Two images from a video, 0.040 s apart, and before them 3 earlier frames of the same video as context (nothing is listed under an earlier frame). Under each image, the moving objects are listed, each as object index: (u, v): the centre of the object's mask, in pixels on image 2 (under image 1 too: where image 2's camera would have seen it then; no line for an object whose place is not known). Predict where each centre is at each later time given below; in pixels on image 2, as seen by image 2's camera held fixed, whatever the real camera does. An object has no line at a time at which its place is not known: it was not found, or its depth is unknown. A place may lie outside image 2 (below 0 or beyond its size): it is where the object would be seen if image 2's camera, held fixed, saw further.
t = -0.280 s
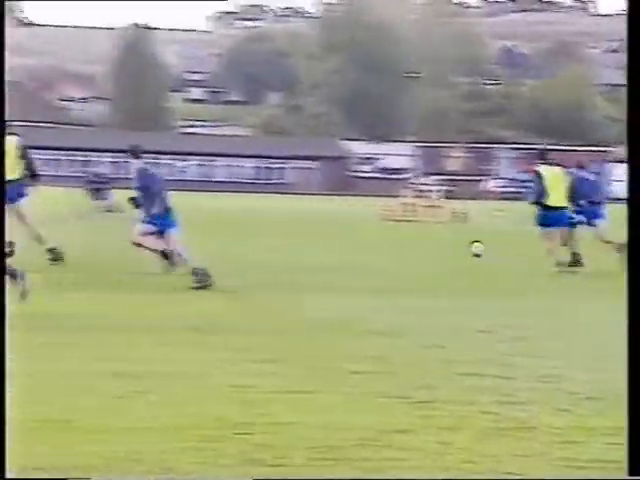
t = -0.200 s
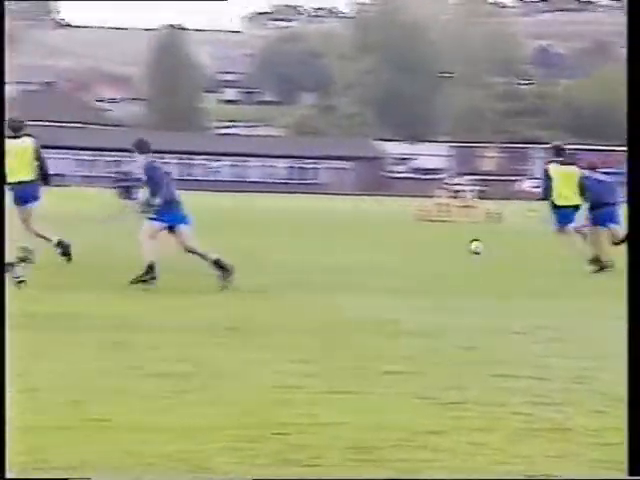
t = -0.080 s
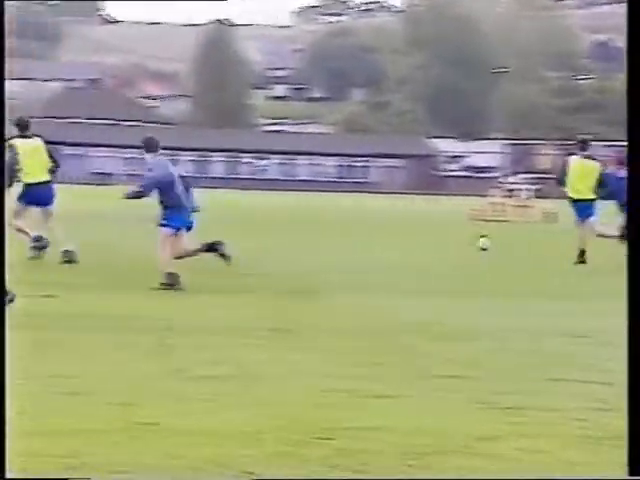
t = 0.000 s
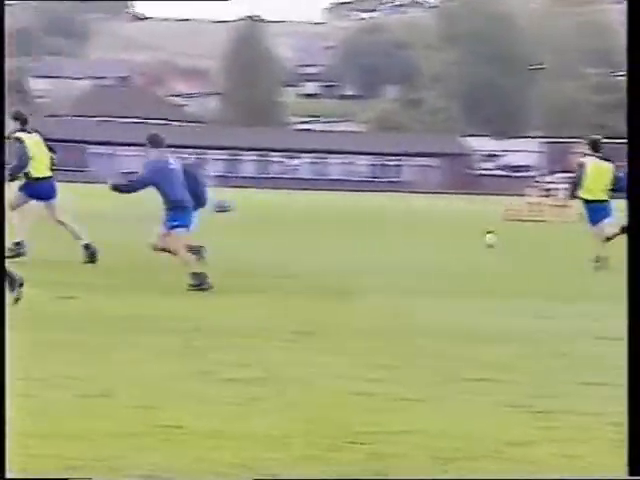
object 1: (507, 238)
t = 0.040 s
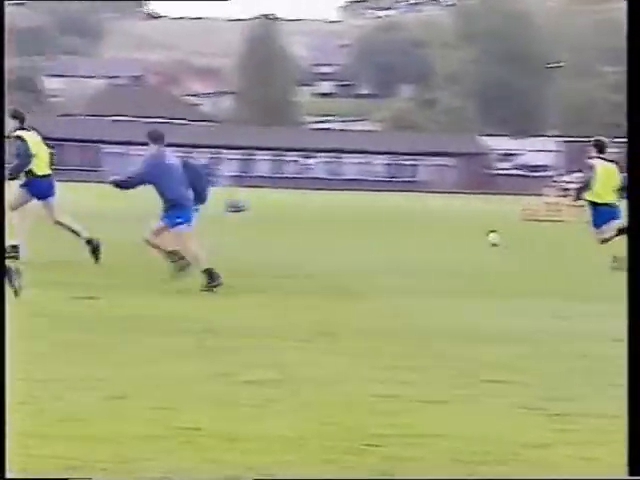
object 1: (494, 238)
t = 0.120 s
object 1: (467, 237)
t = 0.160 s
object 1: (455, 234)
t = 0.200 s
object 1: (444, 230)
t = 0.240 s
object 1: (432, 228)
